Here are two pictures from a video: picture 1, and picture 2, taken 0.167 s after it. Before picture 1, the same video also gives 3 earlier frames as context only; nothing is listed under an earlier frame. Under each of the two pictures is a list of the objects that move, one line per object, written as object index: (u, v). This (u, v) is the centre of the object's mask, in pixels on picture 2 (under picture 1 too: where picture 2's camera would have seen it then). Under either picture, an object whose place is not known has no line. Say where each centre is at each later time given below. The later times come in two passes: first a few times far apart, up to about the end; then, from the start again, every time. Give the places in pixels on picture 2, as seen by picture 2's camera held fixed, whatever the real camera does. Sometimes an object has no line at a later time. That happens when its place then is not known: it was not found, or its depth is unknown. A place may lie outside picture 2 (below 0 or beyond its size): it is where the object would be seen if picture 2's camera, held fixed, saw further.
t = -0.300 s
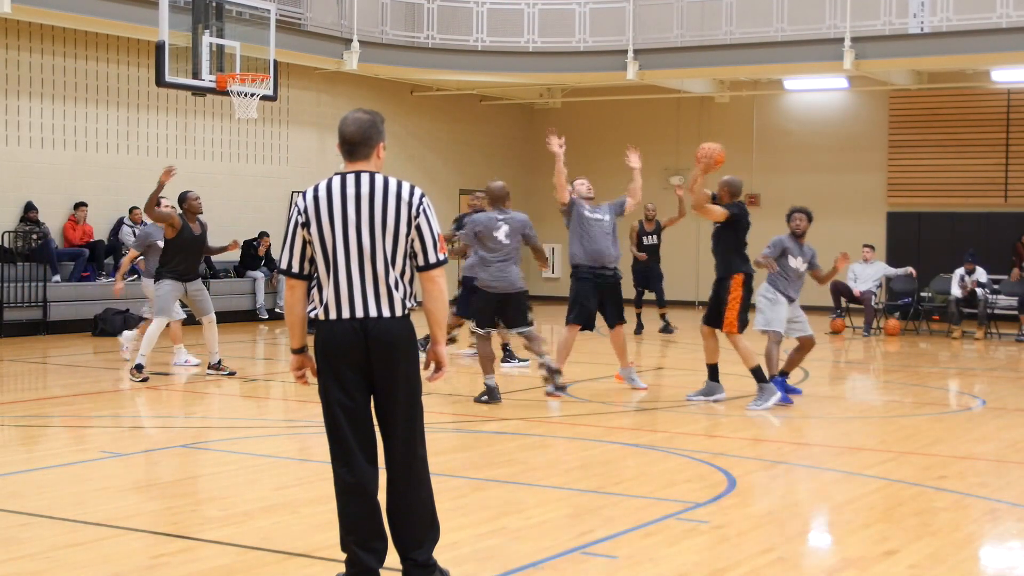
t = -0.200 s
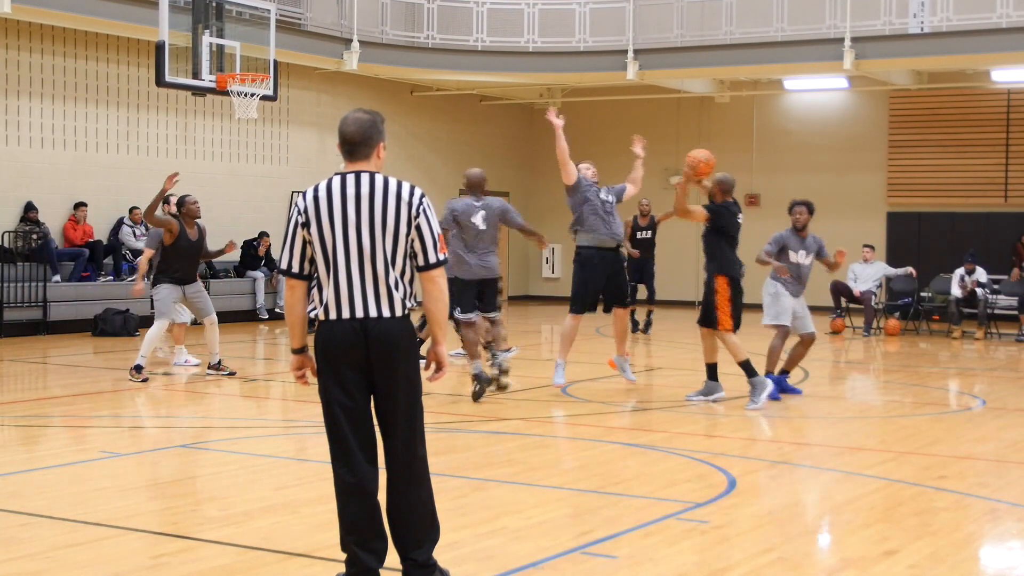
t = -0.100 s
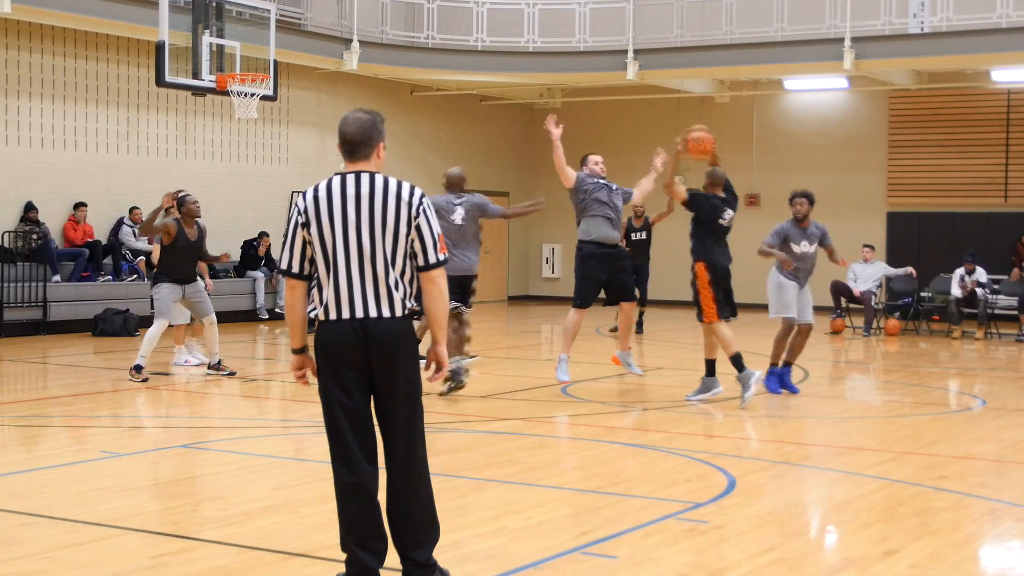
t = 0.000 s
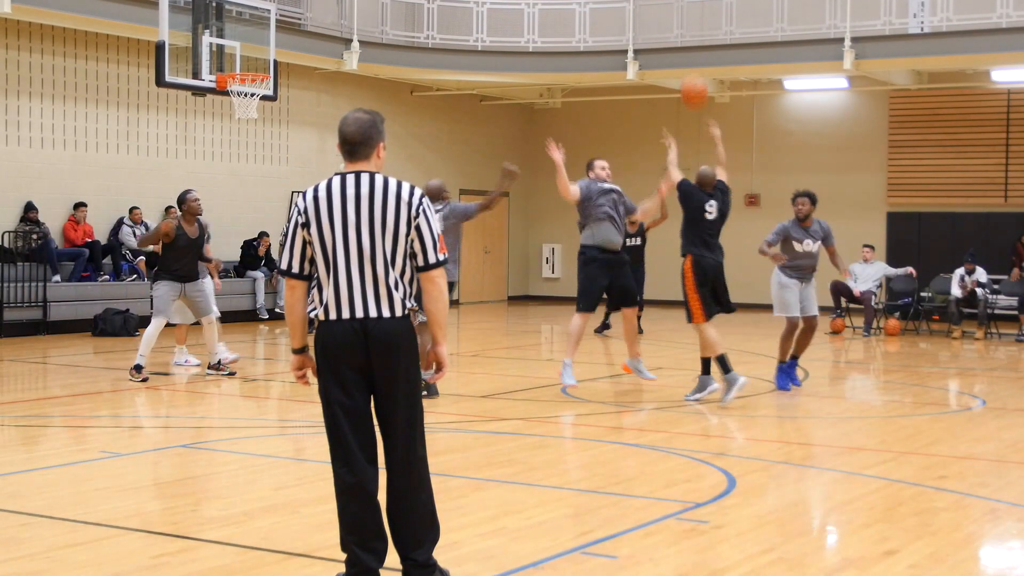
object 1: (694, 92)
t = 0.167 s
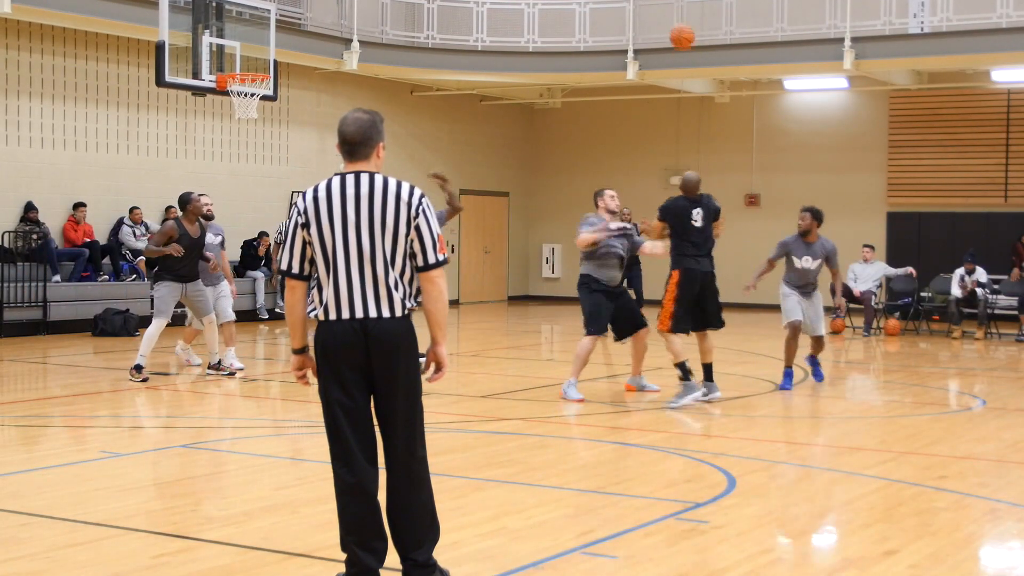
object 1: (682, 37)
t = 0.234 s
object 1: (678, 25)
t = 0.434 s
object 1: (667, 21)
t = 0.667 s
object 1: (655, 59)
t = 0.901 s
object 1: (645, 131)
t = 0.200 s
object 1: (680, 30)
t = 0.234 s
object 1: (678, 25)
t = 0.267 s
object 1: (676, 22)
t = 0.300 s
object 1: (674, 19)
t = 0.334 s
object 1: (673, 19)
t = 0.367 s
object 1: (671, 18)
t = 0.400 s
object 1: (669, 19)
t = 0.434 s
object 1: (667, 21)
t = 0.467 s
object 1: (666, 24)
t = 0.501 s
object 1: (664, 28)
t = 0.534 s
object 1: (662, 33)
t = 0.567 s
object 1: (660, 39)
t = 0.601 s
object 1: (659, 45)
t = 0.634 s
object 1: (657, 53)
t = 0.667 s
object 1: (655, 59)
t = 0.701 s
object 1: (654, 67)
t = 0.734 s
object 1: (652, 76)
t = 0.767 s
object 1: (650, 88)
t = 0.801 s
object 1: (649, 97)
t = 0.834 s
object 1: (648, 107)
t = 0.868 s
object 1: (647, 119)
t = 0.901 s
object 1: (645, 131)
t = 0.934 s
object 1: (644, 144)
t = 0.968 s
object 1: (642, 157)
